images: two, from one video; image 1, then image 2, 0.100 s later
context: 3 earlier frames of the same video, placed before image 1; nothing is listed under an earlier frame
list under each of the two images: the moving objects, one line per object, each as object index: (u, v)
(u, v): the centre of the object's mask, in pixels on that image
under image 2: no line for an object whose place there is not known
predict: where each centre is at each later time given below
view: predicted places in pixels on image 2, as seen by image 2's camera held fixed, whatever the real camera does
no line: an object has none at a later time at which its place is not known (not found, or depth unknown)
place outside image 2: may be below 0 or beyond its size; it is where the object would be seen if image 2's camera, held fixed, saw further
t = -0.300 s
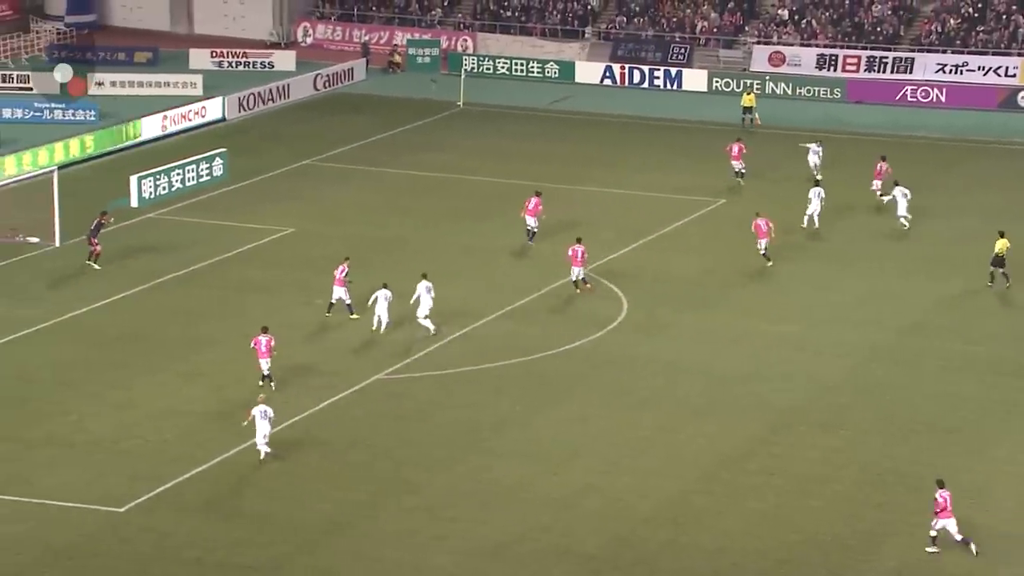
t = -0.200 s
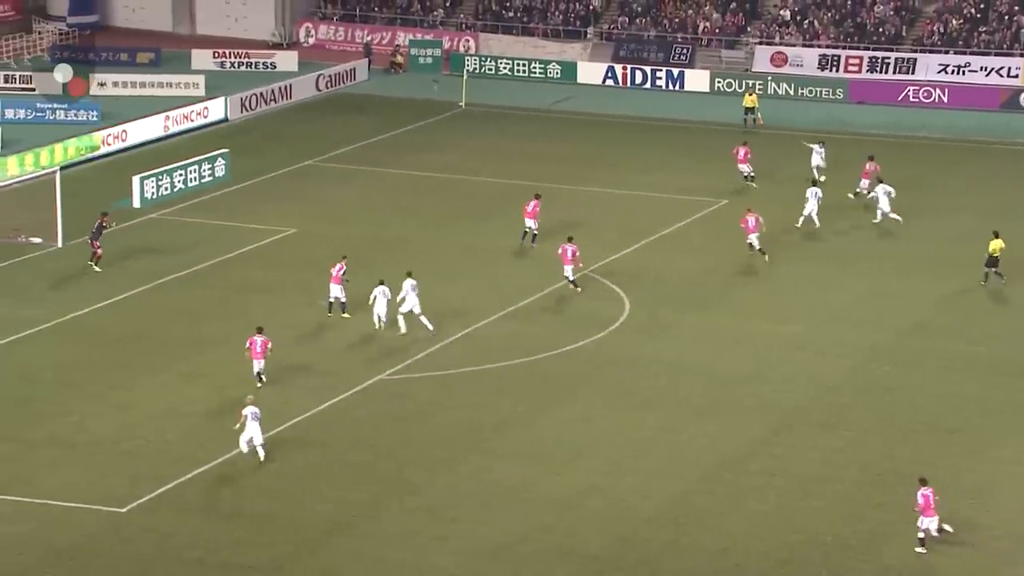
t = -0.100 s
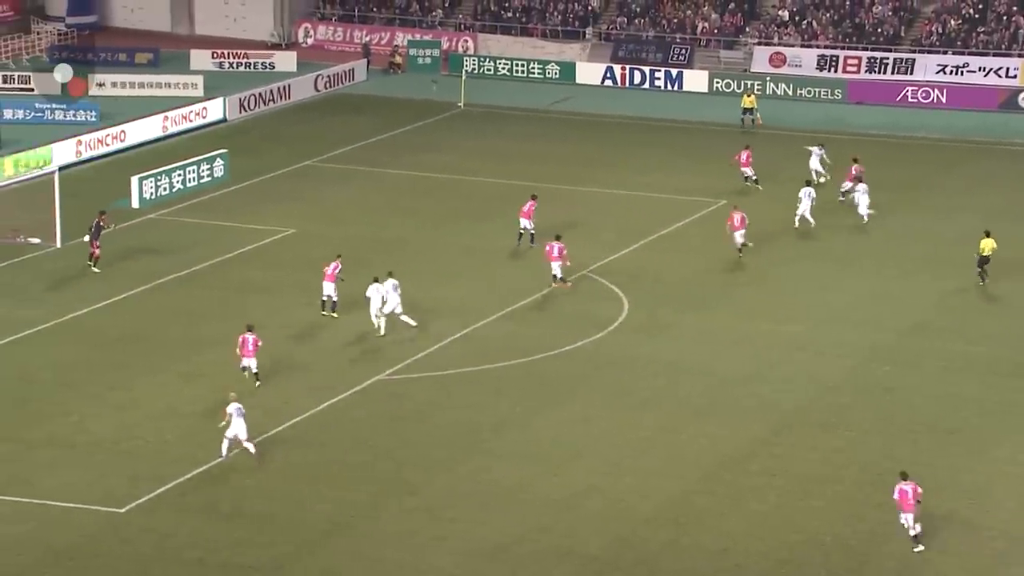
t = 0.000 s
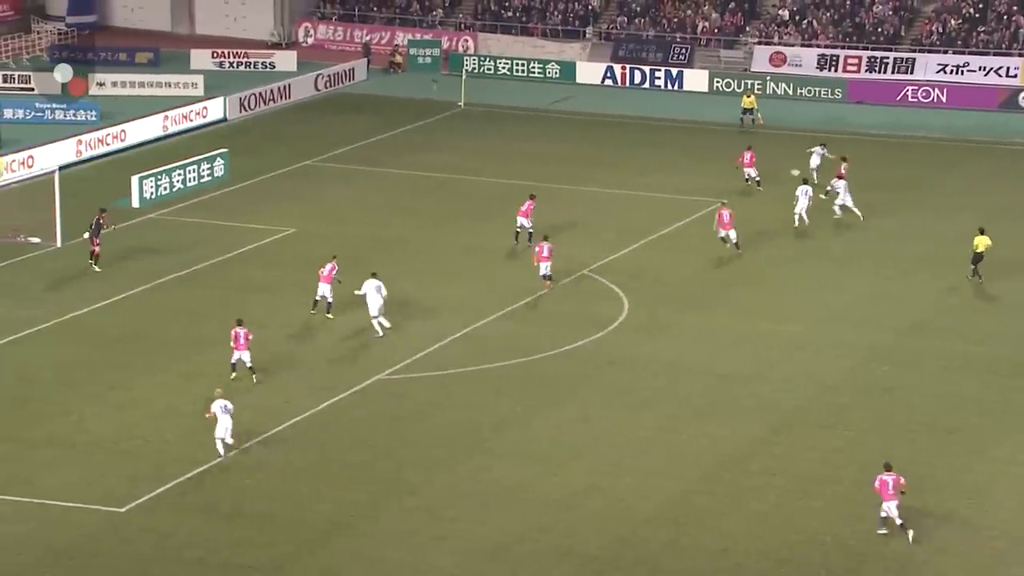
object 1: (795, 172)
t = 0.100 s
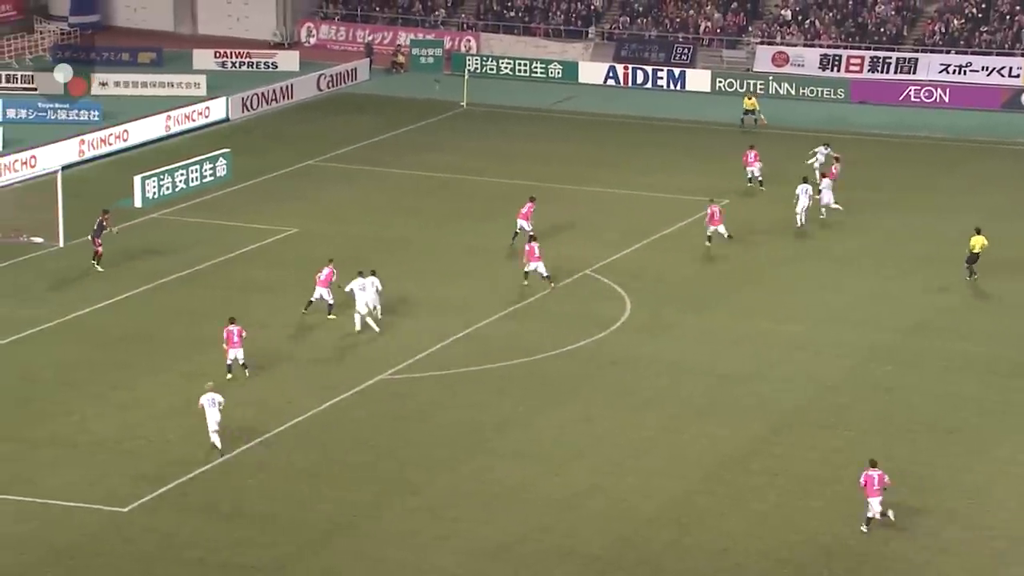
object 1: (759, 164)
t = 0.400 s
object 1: (630, 153)
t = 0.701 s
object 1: (495, 162)
